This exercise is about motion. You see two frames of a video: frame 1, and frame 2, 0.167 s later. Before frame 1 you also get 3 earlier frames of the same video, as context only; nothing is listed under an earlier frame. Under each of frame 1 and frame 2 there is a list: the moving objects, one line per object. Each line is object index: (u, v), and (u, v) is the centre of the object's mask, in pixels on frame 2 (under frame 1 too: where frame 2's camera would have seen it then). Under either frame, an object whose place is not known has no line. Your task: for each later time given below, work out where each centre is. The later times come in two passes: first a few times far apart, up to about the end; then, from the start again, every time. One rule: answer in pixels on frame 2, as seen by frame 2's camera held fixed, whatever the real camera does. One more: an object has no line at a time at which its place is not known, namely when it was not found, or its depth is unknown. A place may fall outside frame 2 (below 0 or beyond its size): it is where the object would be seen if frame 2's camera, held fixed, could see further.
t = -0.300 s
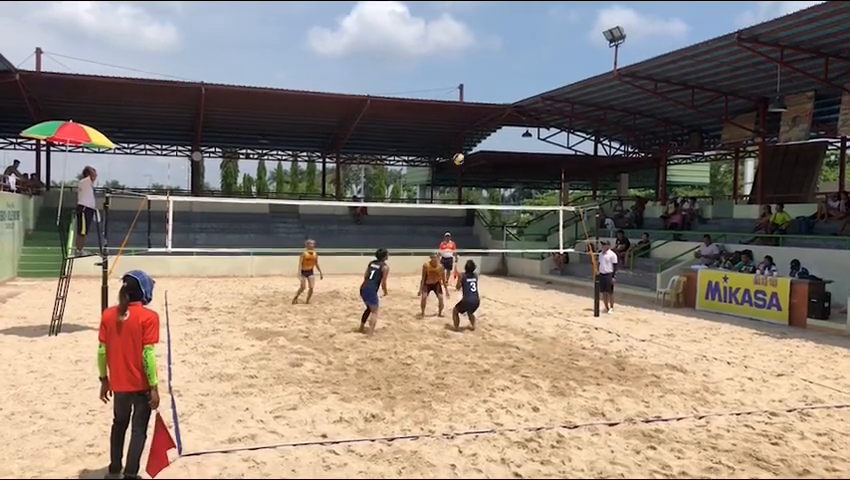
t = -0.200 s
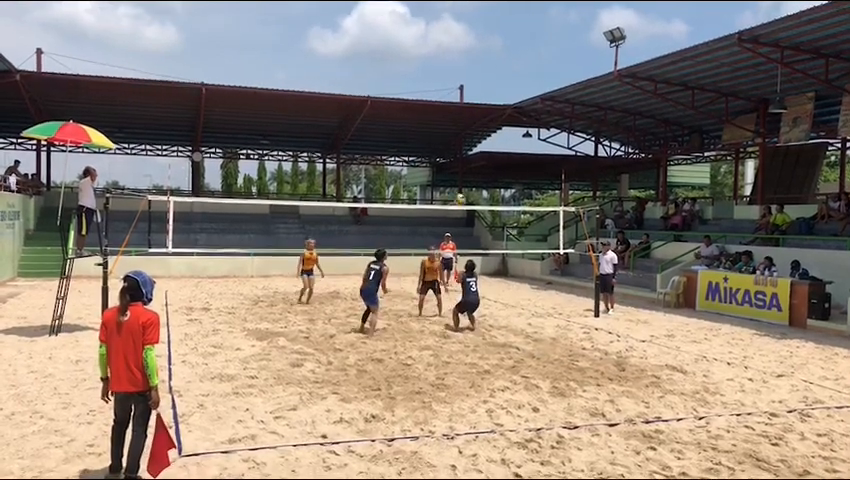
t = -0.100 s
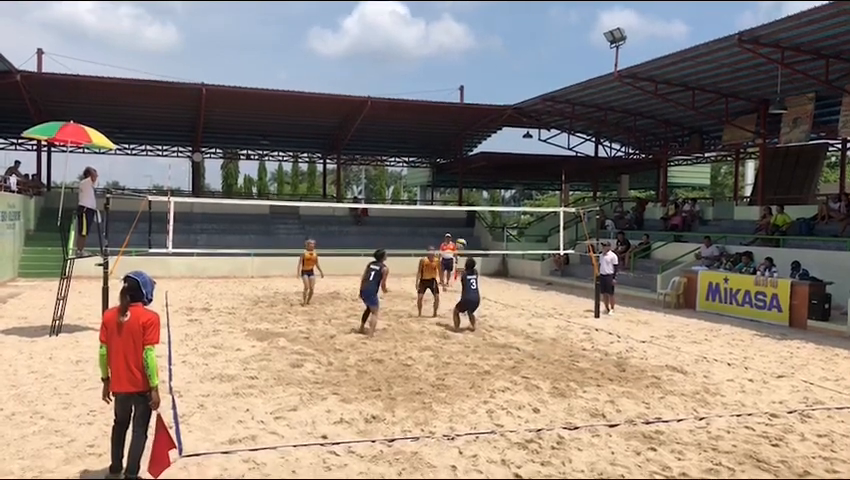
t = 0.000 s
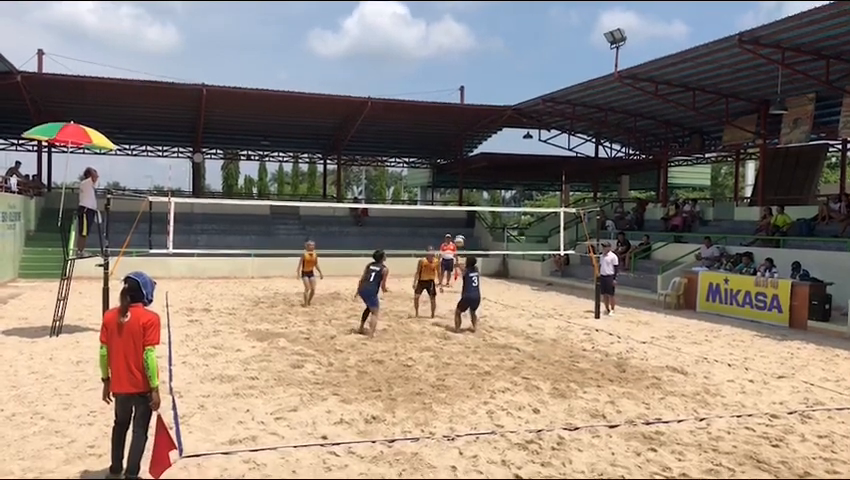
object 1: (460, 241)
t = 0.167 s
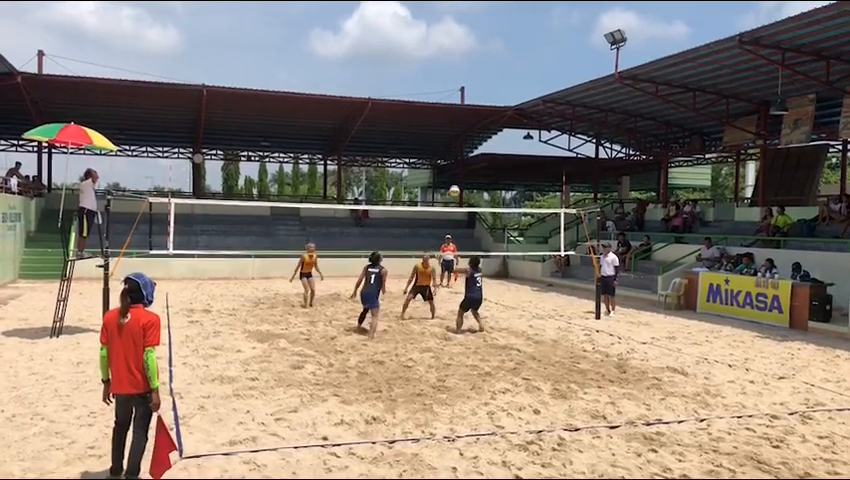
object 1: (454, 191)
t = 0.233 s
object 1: (452, 175)
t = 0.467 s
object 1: (444, 135)
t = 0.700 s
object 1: (435, 124)
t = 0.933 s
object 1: (427, 140)
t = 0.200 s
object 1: (453, 182)
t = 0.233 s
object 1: (452, 175)
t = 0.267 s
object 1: (451, 167)
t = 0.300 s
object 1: (450, 160)
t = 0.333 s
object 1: (449, 154)
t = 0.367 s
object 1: (448, 149)
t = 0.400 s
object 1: (446, 144)
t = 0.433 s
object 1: (445, 139)
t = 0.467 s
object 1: (444, 135)
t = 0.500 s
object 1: (443, 132)
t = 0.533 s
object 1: (442, 129)
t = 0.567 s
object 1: (440, 127)
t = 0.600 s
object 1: (439, 126)
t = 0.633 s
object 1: (438, 125)
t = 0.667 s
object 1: (437, 124)
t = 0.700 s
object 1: (435, 124)
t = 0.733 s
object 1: (434, 125)
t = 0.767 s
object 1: (433, 126)
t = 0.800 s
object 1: (432, 127)
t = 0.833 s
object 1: (431, 129)
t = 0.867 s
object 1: (430, 132)
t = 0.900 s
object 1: (428, 136)
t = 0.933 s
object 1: (427, 140)
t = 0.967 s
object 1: (426, 144)
